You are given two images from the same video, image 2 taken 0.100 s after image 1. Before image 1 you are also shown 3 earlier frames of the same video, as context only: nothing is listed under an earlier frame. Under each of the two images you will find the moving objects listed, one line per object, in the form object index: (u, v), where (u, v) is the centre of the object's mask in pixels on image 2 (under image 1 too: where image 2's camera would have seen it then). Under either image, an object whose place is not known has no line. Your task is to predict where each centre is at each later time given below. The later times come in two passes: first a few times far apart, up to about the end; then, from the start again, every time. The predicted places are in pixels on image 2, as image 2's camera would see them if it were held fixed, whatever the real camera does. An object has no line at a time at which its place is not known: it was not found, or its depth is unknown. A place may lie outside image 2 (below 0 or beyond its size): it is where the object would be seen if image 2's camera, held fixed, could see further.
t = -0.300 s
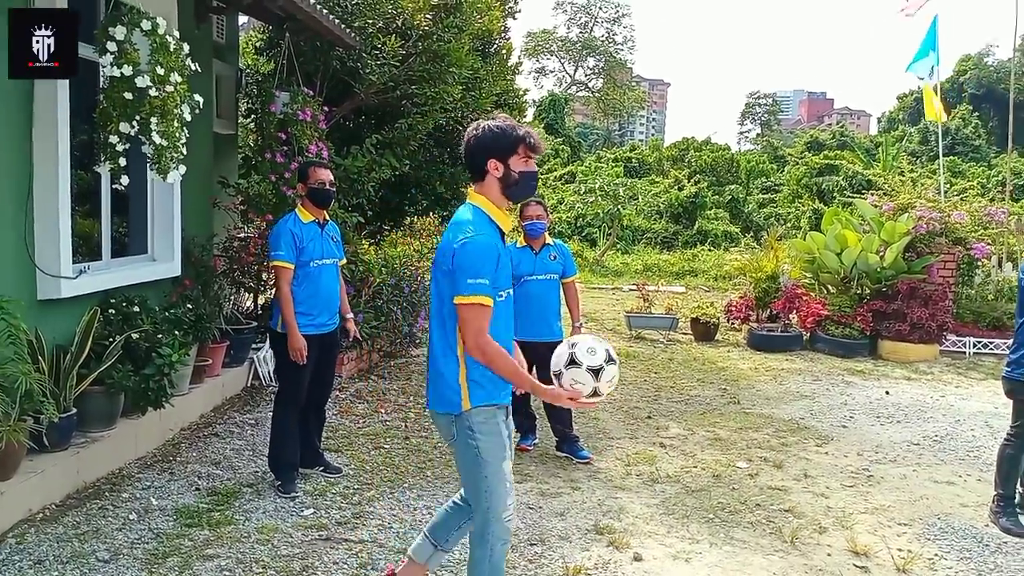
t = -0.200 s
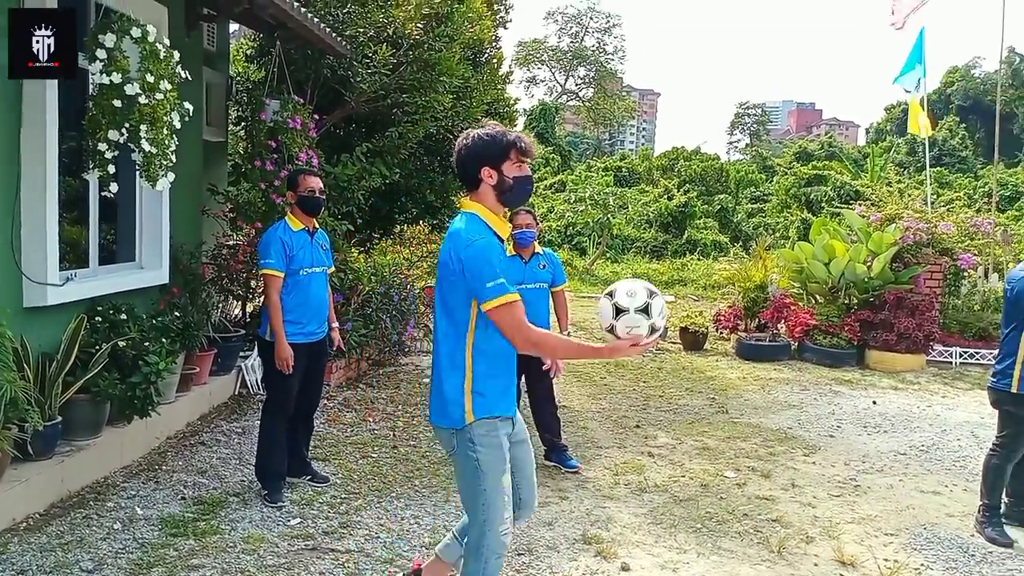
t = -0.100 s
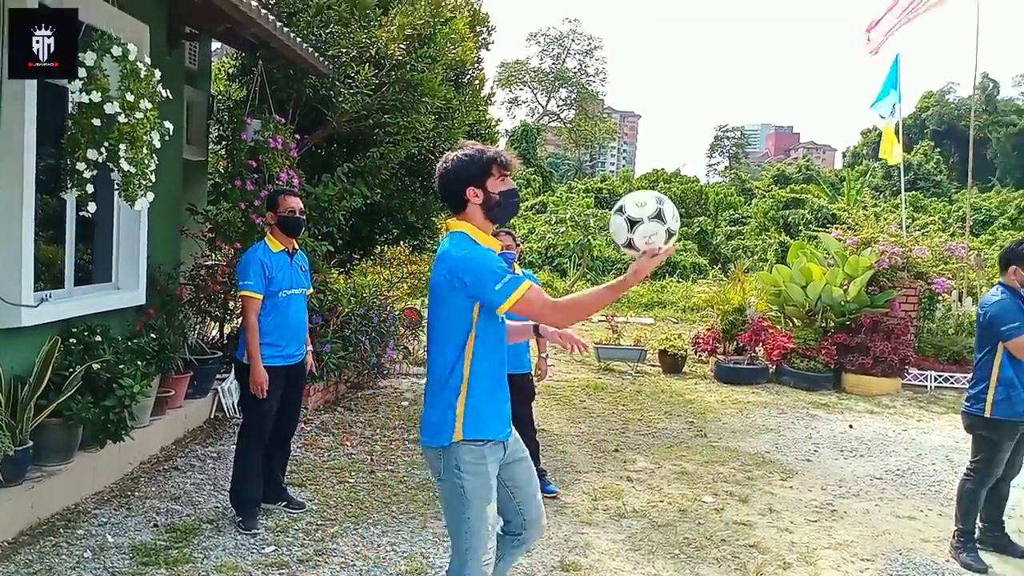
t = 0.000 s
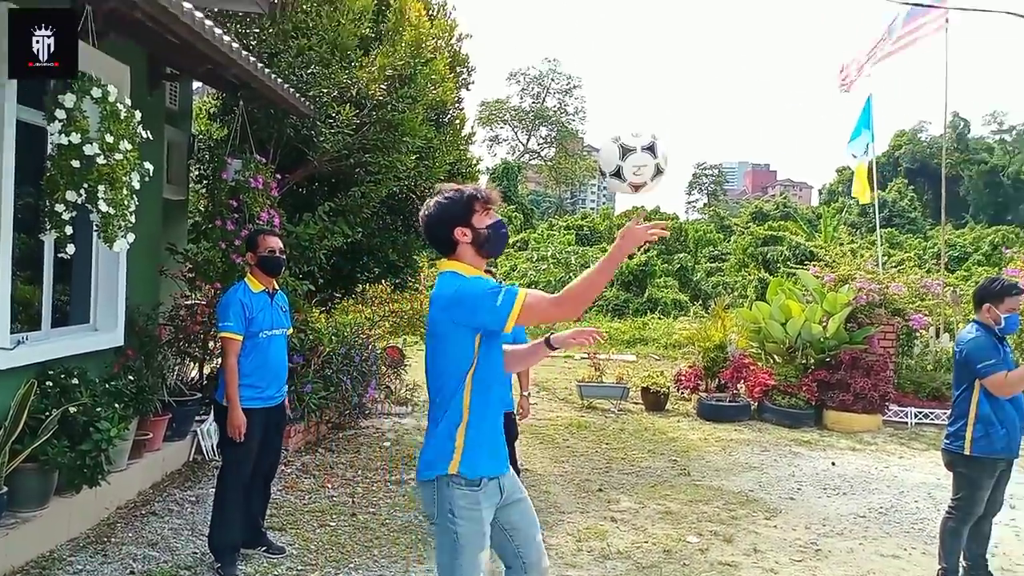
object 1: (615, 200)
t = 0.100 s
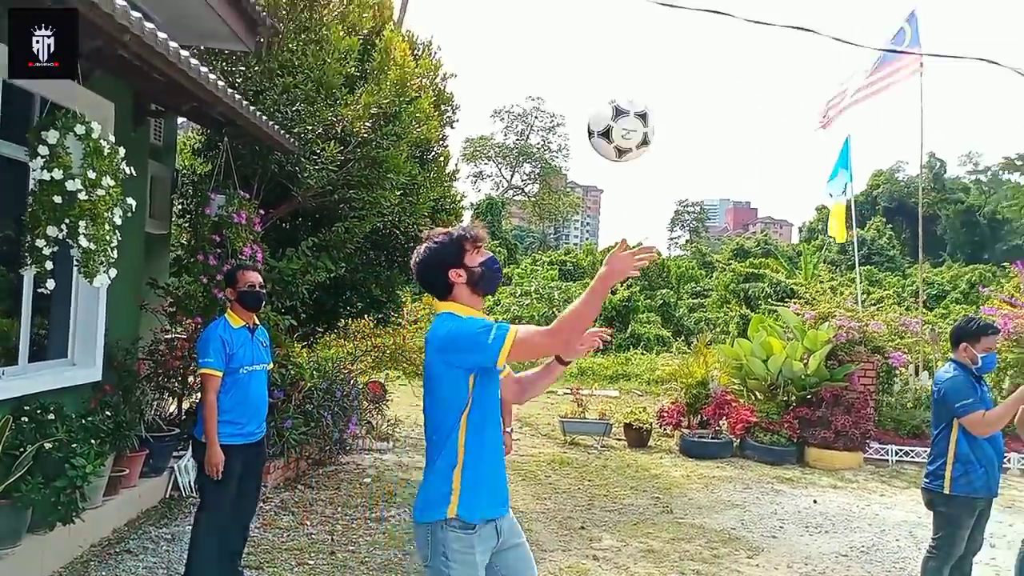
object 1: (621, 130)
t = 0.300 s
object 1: (627, 87)
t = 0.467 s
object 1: (628, 137)
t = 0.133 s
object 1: (622, 115)
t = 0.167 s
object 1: (624, 103)
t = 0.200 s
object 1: (624, 94)
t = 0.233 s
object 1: (625, 88)
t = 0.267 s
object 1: (625, 86)
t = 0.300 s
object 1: (627, 87)
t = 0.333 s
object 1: (628, 91)
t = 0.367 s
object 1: (627, 97)
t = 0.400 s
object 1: (627, 107)
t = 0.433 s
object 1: (629, 120)
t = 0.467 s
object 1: (628, 137)
